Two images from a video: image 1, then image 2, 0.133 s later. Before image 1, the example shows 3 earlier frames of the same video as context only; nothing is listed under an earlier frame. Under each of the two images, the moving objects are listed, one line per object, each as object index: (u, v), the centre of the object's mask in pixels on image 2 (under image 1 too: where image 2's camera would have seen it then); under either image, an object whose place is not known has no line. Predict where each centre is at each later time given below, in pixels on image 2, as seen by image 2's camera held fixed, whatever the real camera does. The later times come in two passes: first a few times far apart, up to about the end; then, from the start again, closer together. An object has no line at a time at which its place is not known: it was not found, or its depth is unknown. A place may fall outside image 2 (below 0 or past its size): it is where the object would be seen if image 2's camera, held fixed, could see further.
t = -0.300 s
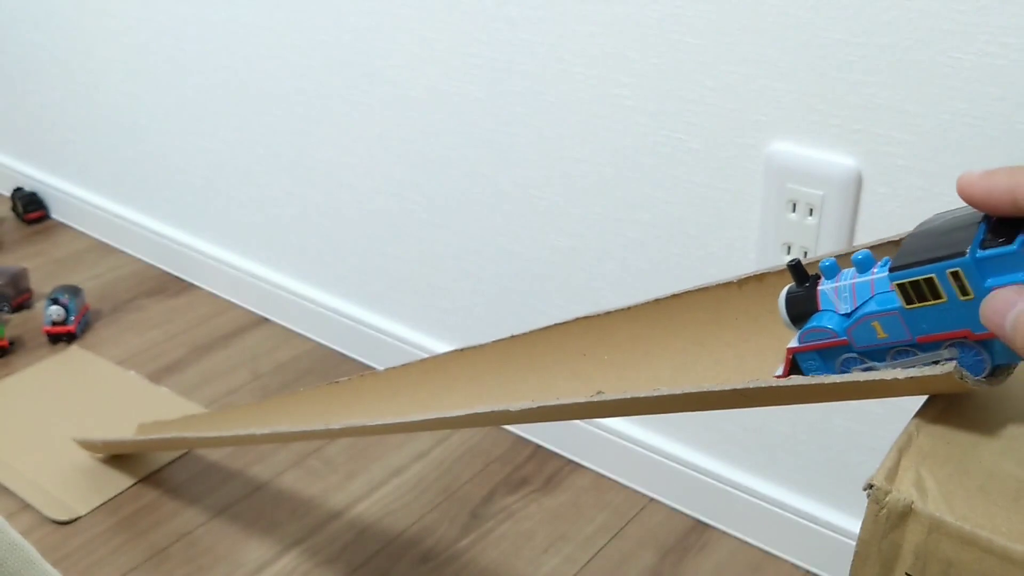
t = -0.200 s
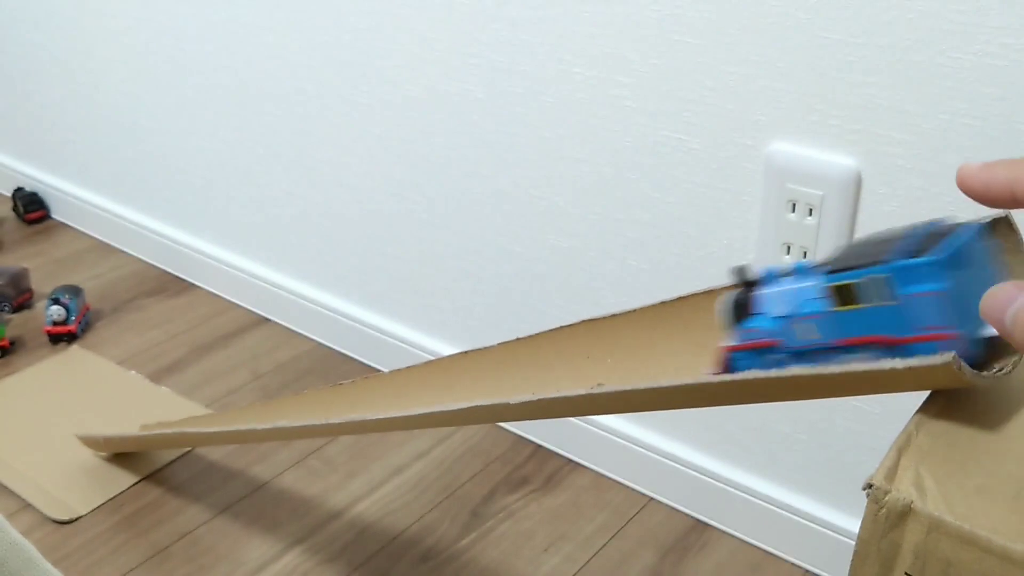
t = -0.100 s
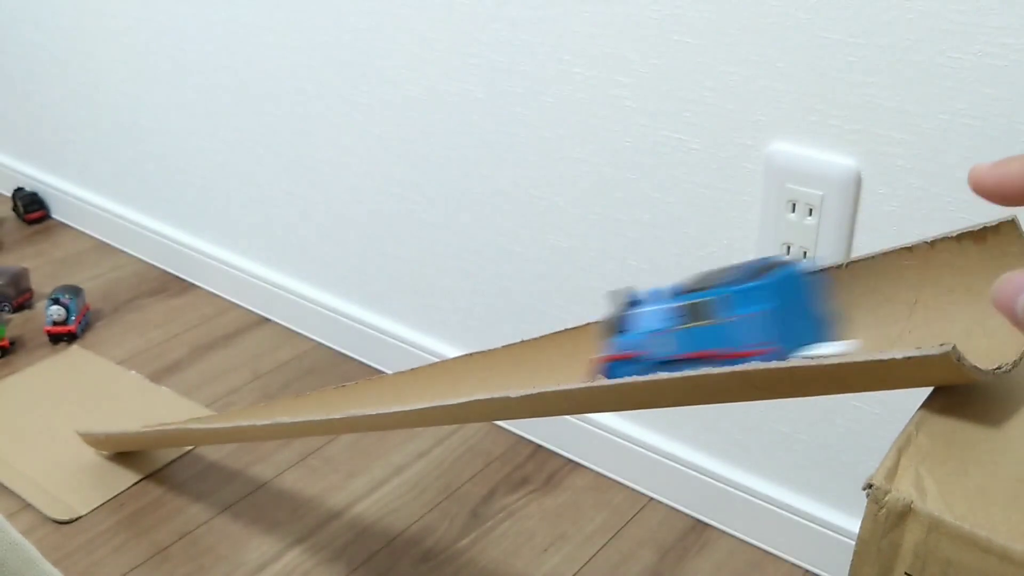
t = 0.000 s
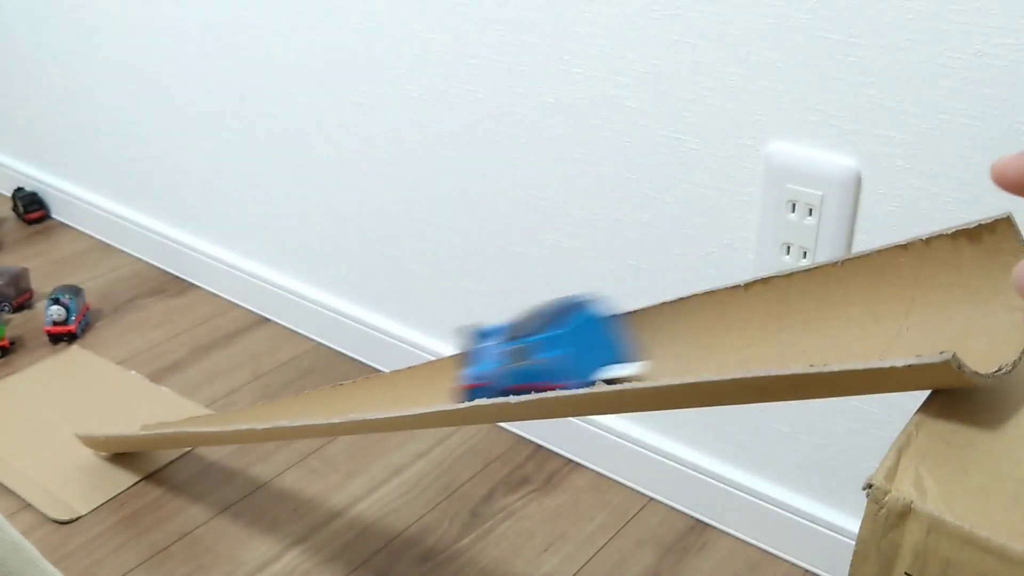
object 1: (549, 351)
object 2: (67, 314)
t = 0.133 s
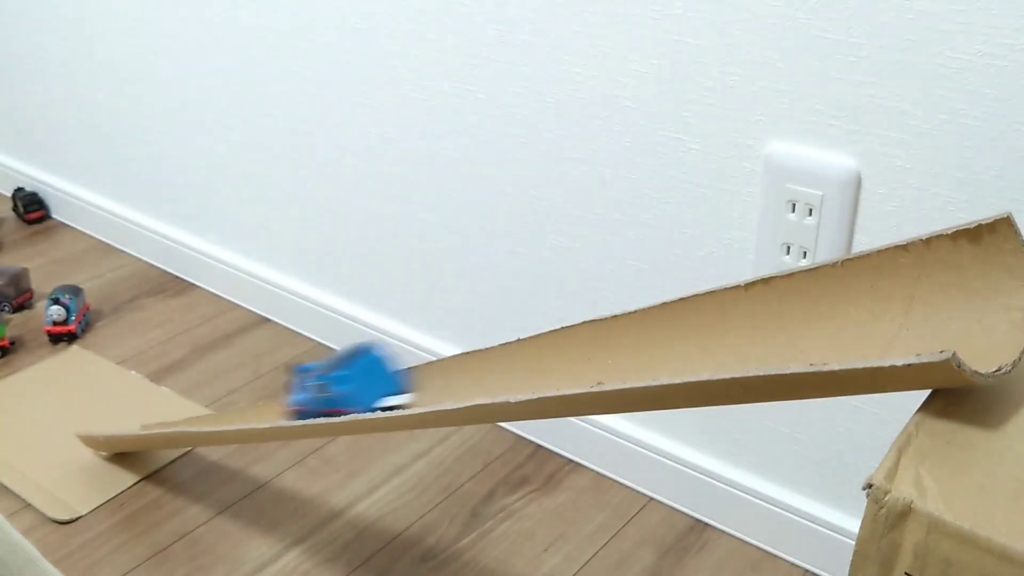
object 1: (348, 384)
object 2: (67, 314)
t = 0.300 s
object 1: (163, 409)
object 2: (66, 314)
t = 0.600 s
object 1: (28, 331)
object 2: (76, 302)
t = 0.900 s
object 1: (17, 325)
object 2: (97, 279)
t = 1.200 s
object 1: (18, 324)
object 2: (104, 270)
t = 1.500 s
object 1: (17, 324)
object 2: (105, 270)
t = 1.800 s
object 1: (17, 324)
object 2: (105, 270)
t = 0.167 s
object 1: (308, 389)
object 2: (66, 314)
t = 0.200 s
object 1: (269, 395)
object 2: (66, 314)
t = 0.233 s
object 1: (231, 400)
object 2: (66, 314)
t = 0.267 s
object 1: (197, 405)
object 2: (66, 314)
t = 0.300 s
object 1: (163, 409)
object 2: (66, 314)
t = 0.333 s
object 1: (133, 414)
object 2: (66, 314)
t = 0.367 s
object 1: (106, 408)
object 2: (66, 313)
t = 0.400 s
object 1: (89, 394)
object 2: (66, 314)
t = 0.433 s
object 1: (75, 374)
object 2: (66, 314)
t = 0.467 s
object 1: (62, 361)
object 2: (67, 311)
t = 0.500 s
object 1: (50, 353)
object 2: (67, 310)
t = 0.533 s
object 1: (42, 339)
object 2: (69, 308)
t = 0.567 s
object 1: (34, 334)
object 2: (72, 306)
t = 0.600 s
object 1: (28, 331)
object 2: (76, 302)
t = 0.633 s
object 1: (24, 328)
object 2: (80, 300)
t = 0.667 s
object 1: (22, 327)
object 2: (82, 296)
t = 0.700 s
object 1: (20, 324)
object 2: (85, 294)
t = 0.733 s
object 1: (19, 324)
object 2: (87, 291)
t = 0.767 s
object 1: (18, 324)
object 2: (89, 288)
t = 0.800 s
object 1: (18, 324)
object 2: (91, 285)
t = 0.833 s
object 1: (18, 324)
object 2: (93, 283)
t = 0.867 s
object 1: (18, 324)
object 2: (95, 281)
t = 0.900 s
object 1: (17, 325)
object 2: (97, 279)
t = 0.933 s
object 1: (18, 324)
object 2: (98, 277)
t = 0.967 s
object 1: (18, 324)
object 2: (100, 275)
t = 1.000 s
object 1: (17, 325)
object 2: (100, 274)
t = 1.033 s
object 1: (17, 324)
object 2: (101, 273)
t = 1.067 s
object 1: (17, 324)
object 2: (102, 272)
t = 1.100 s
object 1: (17, 324)
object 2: (103, 271)
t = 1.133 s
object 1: (17, 324)
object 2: (104, 271)
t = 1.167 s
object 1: (17, 324)
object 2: (104, 270)
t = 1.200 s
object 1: (18, 324)
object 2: (104, 270)
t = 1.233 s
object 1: (17, 324)
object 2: (104, 270)
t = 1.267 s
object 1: (17, 324)
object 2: (105, 270)
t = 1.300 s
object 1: (17, 324)
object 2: (105, 270)
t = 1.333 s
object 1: (17, 324)
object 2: (105, 270)
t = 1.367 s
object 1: (17, 324)
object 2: (105, 270)
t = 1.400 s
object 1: (17, 324)
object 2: (105, 270)
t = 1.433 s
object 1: (17, 324)
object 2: (105, 270)
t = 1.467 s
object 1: (17, 324)
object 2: (105, 270)
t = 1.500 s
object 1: (17, 324)
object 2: (105, 270)
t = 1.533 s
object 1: (17, 324)
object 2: (105, 270)
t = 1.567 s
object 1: (17, 324)
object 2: (105, 270)
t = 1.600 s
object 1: (17, 324)
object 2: (105, 270)
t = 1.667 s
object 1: (17, 324)
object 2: (105, 270)
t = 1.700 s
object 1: (17, 324)
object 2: (105, 270)
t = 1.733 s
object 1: (17, 324)
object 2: (105, 270)
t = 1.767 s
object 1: (17, 324)
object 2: (105, 270)
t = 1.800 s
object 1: (17, 324)
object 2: (105, 270)
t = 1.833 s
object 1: (17, 324)
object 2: (105, 270)
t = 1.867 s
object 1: (18, 324)
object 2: (105, 270)
